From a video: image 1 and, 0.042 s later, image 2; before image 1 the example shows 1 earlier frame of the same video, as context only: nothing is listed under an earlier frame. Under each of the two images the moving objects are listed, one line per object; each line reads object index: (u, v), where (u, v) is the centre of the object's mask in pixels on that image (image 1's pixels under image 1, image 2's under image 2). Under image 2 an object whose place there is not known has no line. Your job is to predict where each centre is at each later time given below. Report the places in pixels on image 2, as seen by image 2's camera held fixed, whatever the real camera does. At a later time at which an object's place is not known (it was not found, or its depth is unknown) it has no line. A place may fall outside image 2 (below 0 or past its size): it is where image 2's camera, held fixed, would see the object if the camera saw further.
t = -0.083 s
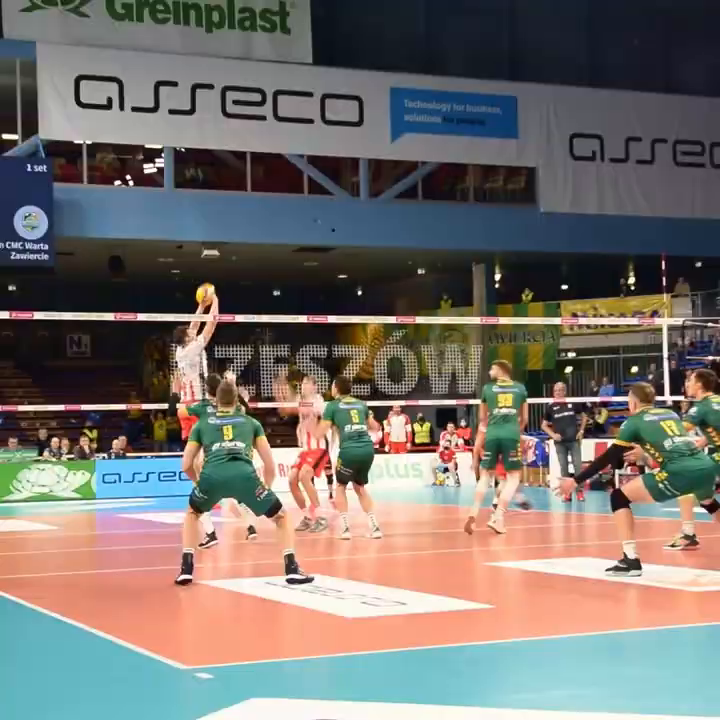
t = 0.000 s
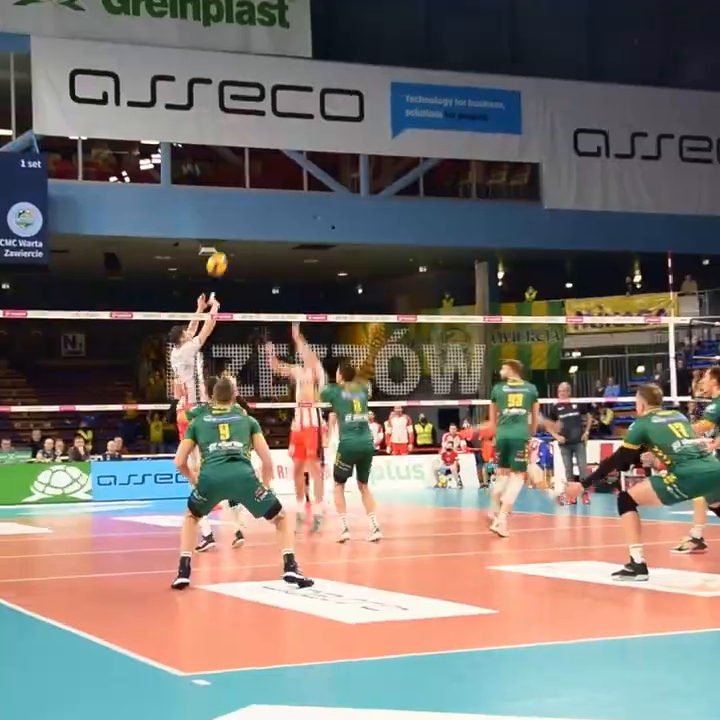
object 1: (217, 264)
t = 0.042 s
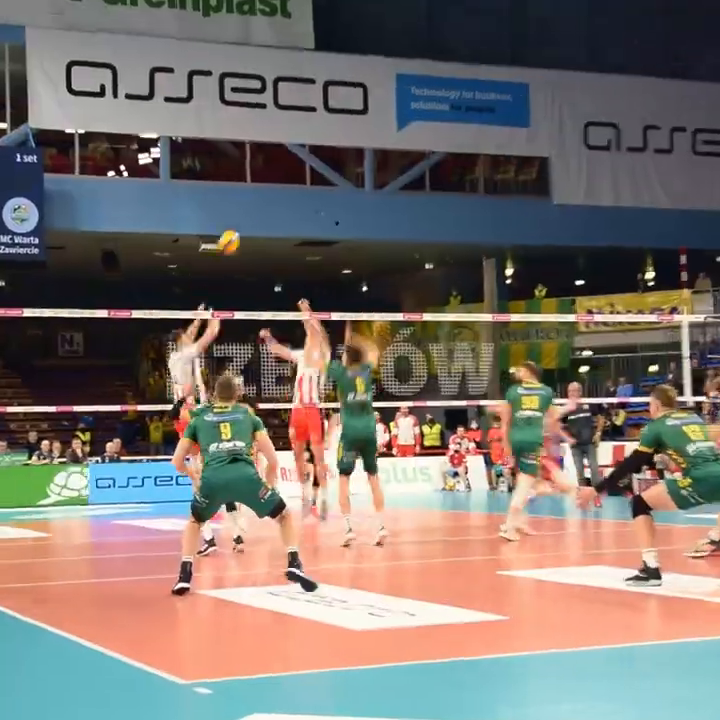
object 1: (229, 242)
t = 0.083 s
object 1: (236, 231)
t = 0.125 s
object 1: (243, 222)
